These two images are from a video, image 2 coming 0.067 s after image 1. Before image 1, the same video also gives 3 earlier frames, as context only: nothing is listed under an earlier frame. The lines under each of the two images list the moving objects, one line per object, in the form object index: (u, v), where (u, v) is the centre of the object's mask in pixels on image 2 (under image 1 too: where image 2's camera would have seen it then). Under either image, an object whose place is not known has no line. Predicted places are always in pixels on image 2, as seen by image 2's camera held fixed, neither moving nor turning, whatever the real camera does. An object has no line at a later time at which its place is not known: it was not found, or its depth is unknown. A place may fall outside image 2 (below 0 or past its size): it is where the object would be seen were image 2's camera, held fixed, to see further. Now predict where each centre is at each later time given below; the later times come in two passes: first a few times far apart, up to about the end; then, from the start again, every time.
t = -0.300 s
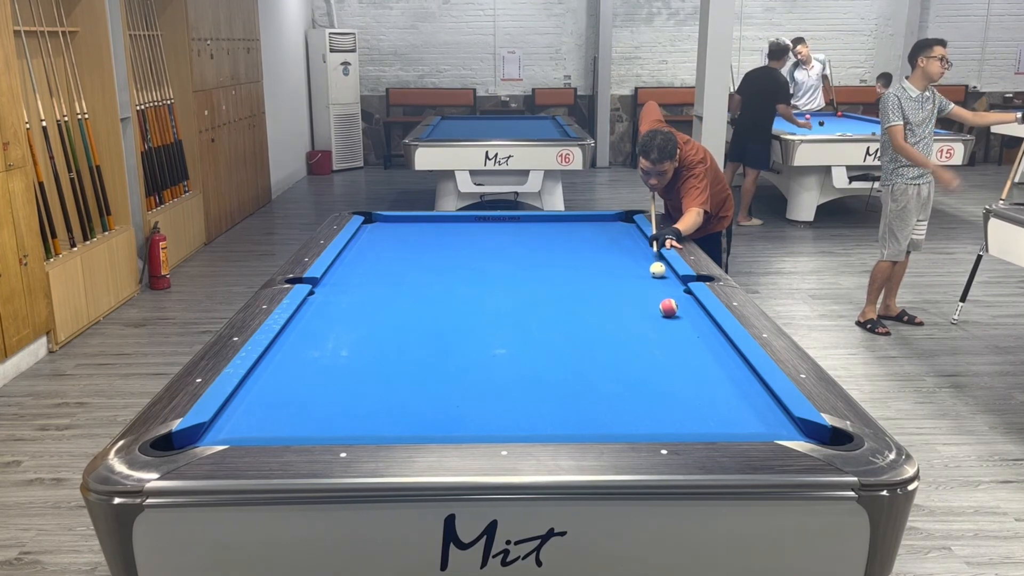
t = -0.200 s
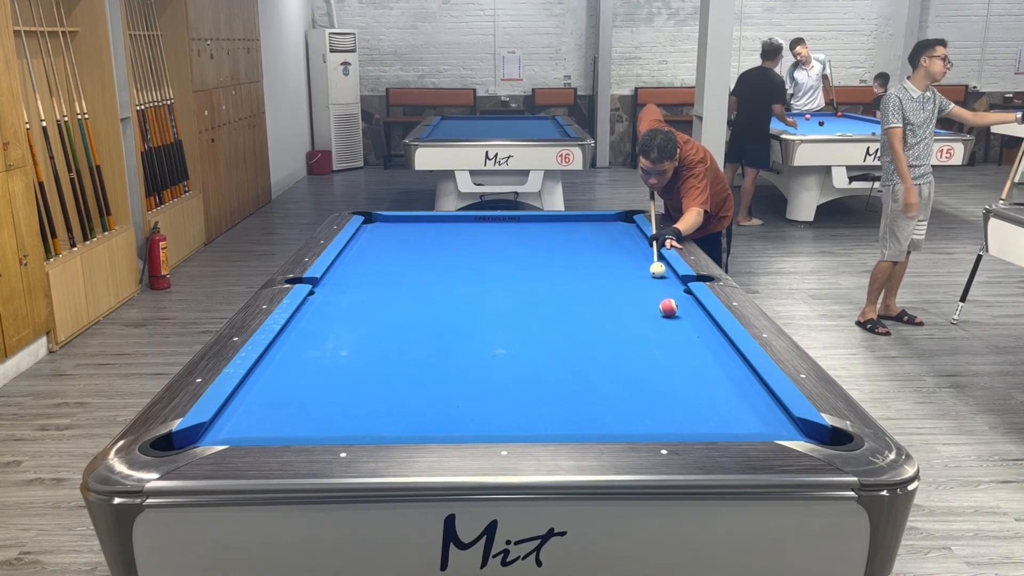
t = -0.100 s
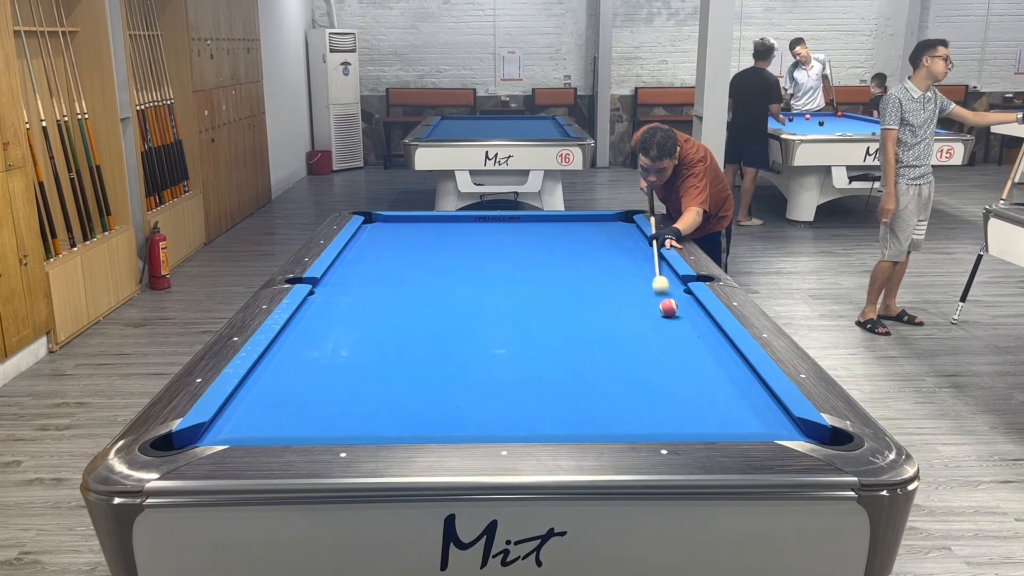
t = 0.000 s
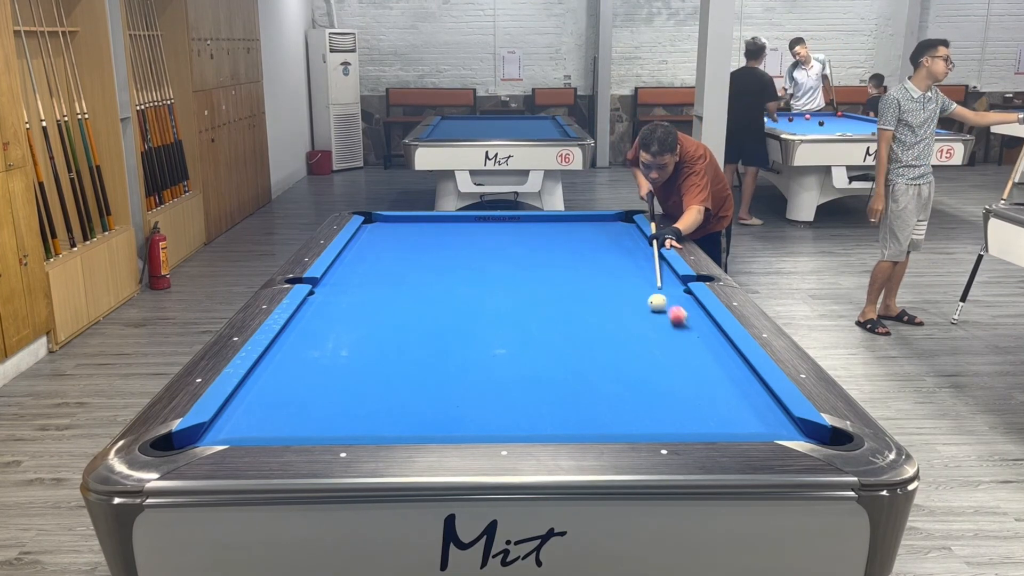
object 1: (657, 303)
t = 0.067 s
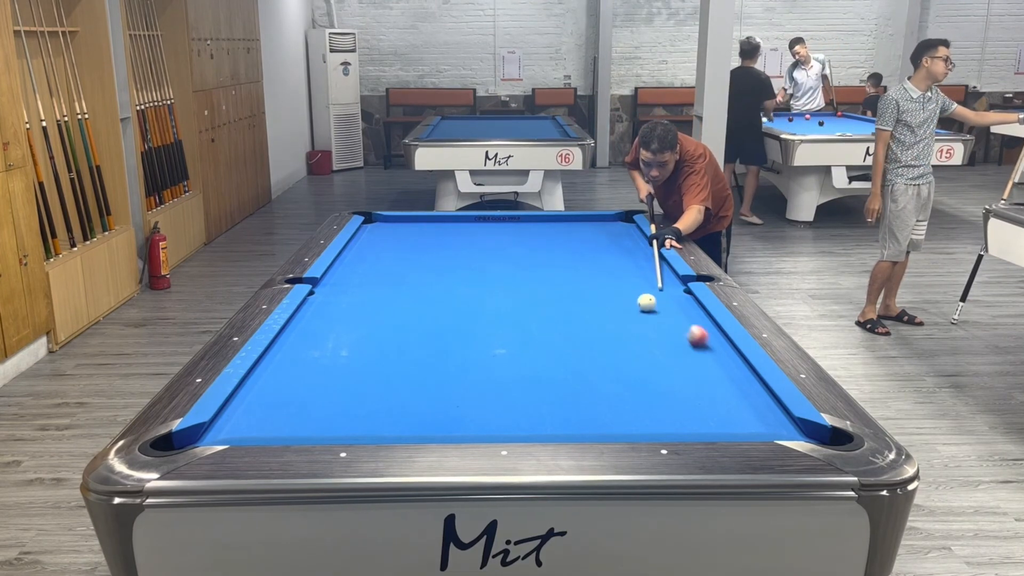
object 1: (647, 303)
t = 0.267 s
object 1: (619, 301)
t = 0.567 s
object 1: (581, 299)
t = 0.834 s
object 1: (549, 297)
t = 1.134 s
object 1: (516, 295)
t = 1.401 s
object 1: (490, 293)
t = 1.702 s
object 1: (462, 291)
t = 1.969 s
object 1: (440, 290)
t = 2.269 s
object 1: (418, 289)
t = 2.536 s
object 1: (400, 287)
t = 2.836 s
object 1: (382, 286)
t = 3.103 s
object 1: (368, 285)
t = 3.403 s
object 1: (354, 284)
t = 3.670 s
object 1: (344, 284)
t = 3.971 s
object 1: (334, 283)
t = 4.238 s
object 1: (327, 283)
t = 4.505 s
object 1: (321, 283)
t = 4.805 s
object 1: (318, 283)
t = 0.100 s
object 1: (642, 302)
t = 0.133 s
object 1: (637, 302)
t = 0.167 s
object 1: (632, 302)
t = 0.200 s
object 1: (628, 302)
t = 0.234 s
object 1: (623, 301)
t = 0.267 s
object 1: (619, 301)
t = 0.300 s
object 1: (615, 301)
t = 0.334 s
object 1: (610, 300)
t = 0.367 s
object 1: (606, 300)
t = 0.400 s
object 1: (602, 300)
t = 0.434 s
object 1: (597, 300)
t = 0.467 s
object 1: (593, 300)
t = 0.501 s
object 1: (589, 299)
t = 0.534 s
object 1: (584, 299)
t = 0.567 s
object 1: (581, 299)
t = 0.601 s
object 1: (576, 298)
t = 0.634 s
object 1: (572, 298)
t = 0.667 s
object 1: (568, 298)
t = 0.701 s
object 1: (564, 298)
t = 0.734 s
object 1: (560, 297)
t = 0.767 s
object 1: (556, 297)
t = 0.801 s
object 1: (553, 297)
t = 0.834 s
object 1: (549, 297)
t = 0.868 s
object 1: (545, 296)
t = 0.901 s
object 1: (541, 296)
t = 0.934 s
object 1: (538, 296)
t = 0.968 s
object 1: (534, 296)
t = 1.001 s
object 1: (530, 295)
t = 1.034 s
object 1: (527, 295)
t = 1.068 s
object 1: (523, 295)
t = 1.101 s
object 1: (520, 295)
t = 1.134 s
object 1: (516, 295)
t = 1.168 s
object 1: (513, 294)
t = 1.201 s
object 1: (510, 294)
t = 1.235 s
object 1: (506, 294)
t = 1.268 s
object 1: (503, 294)
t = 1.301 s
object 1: (499, 293)
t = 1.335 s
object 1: (496, 293)
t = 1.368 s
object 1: (493, 293)
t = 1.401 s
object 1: (490, 293)
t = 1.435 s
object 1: (486, 293)
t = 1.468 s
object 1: (483, 293)
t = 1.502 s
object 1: (480, 292)
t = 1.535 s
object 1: (477, 292)
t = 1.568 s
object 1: (474, 292)
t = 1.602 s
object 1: (471, 292)
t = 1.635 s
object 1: (468, 292)
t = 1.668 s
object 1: (465, 291)
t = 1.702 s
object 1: (462, 291)
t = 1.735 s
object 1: (460, 291)
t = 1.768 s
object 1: (457, 291)
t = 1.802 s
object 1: (454, 291)
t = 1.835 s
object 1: (451, 291)
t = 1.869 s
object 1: (448, 290)
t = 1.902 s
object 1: (446, 290)
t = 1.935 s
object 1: (443, 290)
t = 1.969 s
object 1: (440, 290)
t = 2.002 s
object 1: (438, 290)
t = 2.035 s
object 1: (435, 290)
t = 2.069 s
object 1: (433, 290)
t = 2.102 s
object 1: (430, 289)
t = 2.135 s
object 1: (427, 289)
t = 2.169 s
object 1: (425, 289)
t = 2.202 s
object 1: (423, 289)
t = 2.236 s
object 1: (420, 289)
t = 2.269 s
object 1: (418, 289)
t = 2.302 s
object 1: (415, 288)
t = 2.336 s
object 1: (413, 288)
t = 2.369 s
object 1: (411, 288)
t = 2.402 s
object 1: (409, 288)
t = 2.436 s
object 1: (406, 288)
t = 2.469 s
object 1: (404, 288)
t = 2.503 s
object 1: (402, 287)
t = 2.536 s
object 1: (400, 287)
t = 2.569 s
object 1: (398, 287)
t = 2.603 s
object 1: (396, 287)
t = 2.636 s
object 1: (394, 287)
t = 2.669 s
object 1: (392, 287)
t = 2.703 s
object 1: (390, 287)
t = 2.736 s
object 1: (388, 286)
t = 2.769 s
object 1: (386, 286)
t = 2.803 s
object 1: (384, 286)
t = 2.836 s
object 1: (382, 286)
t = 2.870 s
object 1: (380, 286)
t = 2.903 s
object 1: (378, 286)
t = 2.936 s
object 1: (377, 286)
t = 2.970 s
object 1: (375, 286)
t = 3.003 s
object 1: (373, 285)
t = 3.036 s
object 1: (372, 285)
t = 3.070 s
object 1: (370, 285)
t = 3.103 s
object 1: (368, 285)
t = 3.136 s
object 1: (366, 285)
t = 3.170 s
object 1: (365, 285)
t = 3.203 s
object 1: (363, 285)
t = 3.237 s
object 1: (362, 285)
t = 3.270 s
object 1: (360, 284)
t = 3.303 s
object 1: (358, 284)
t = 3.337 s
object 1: (357, 284)
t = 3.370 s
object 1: (356, 284)
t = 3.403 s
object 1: (354, 284)
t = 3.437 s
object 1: (353, 284)
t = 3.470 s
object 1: (351, 284)
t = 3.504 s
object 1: (350, 284)
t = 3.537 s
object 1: (349, 284)
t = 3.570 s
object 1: (347, 284)
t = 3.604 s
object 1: (346, 284)
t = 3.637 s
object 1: (345, 284)
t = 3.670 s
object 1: (344, 284)
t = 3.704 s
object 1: (342, 284)
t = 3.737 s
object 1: (341, 284)
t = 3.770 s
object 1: (340, 284)
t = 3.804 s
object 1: (339, 283)
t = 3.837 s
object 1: (338, 283)
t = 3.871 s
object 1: (337, 283)
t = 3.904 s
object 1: (336, 283)
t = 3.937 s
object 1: (335, 283)
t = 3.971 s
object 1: (334, 283)
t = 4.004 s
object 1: (333, 283)
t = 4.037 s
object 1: (332, 283)
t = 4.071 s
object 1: (331, 283)
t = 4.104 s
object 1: (330, 283)
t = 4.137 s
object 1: (329, 283)
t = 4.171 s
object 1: (328, 283)
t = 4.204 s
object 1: (327, 283)
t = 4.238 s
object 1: (327, 283)
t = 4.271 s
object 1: (326, 283)
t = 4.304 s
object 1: (325, 283)
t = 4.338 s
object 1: (324, 283)
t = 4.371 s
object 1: (323, 283)
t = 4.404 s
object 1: (323, 283)
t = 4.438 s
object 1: (322, 283)
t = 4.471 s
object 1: (322, 283)
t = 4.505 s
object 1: (321, 283)
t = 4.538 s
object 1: (320, 283)
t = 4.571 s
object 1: (320, 283)
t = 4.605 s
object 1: (319, 283)
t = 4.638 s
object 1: (319, 283)
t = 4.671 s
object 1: (319, 283)
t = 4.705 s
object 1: (319, 283)
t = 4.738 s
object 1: (319, 283)
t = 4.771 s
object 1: (318, 283)
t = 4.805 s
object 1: (318, 283)
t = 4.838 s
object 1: (318, 283)
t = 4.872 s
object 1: (318, 283)
